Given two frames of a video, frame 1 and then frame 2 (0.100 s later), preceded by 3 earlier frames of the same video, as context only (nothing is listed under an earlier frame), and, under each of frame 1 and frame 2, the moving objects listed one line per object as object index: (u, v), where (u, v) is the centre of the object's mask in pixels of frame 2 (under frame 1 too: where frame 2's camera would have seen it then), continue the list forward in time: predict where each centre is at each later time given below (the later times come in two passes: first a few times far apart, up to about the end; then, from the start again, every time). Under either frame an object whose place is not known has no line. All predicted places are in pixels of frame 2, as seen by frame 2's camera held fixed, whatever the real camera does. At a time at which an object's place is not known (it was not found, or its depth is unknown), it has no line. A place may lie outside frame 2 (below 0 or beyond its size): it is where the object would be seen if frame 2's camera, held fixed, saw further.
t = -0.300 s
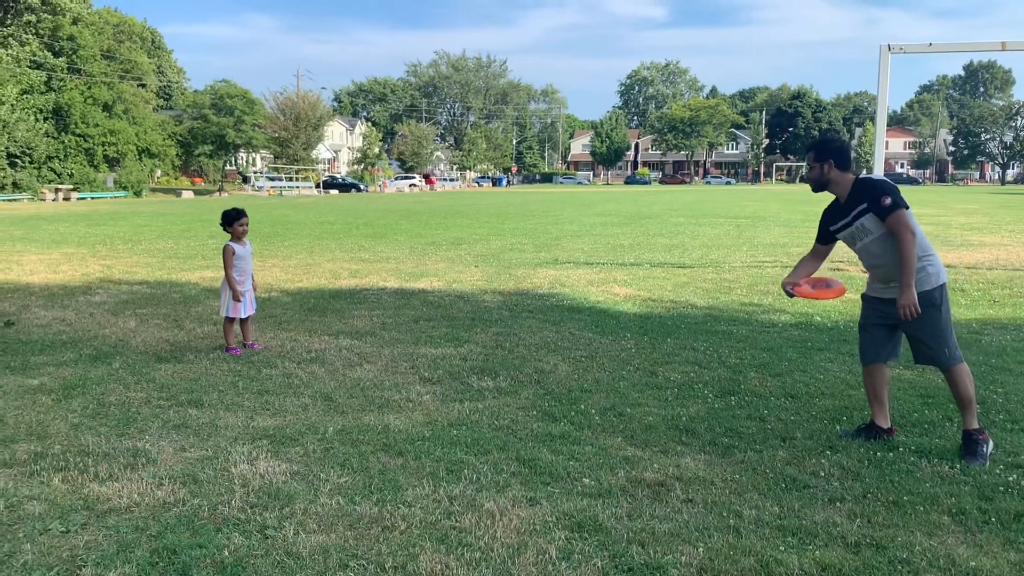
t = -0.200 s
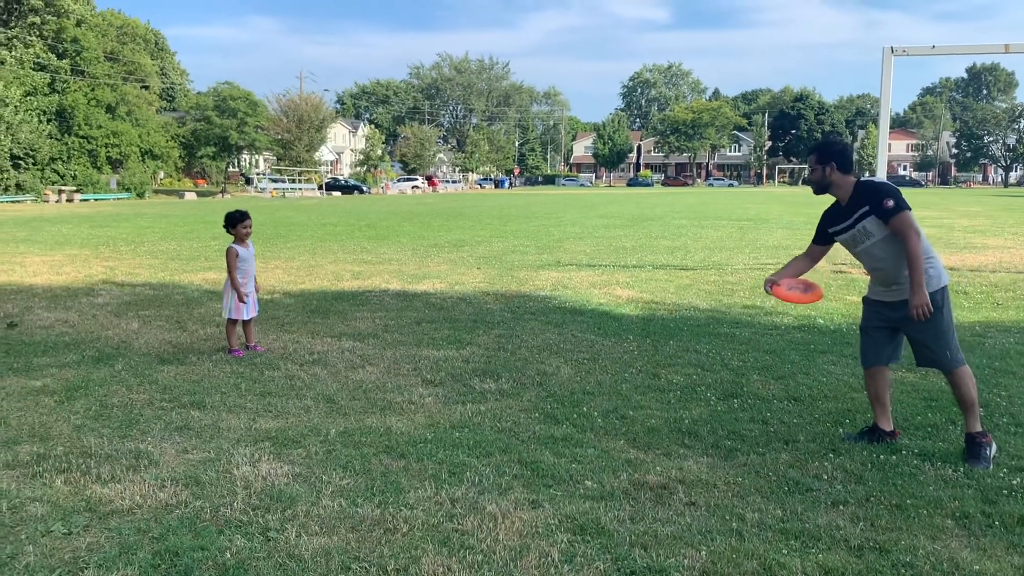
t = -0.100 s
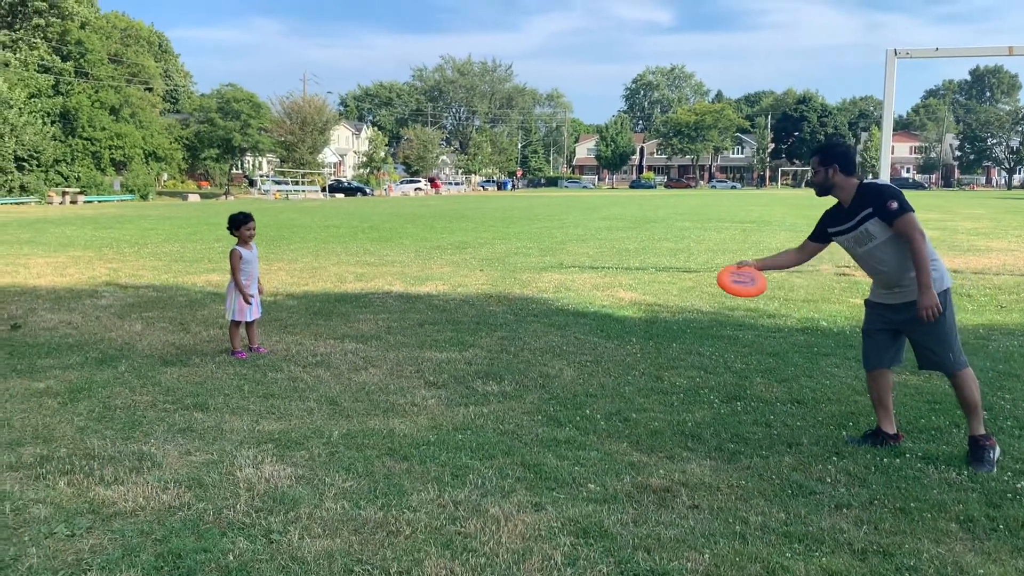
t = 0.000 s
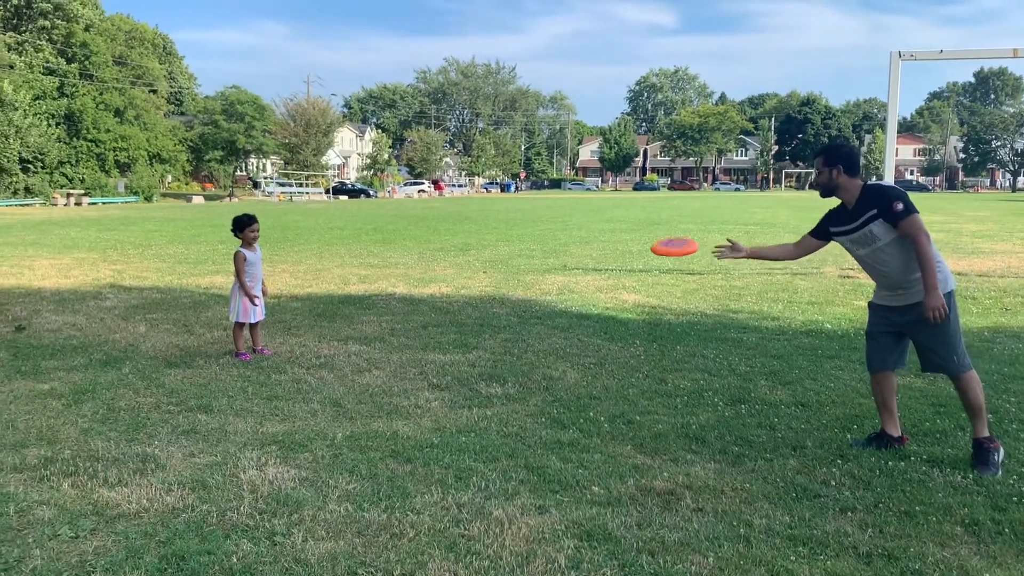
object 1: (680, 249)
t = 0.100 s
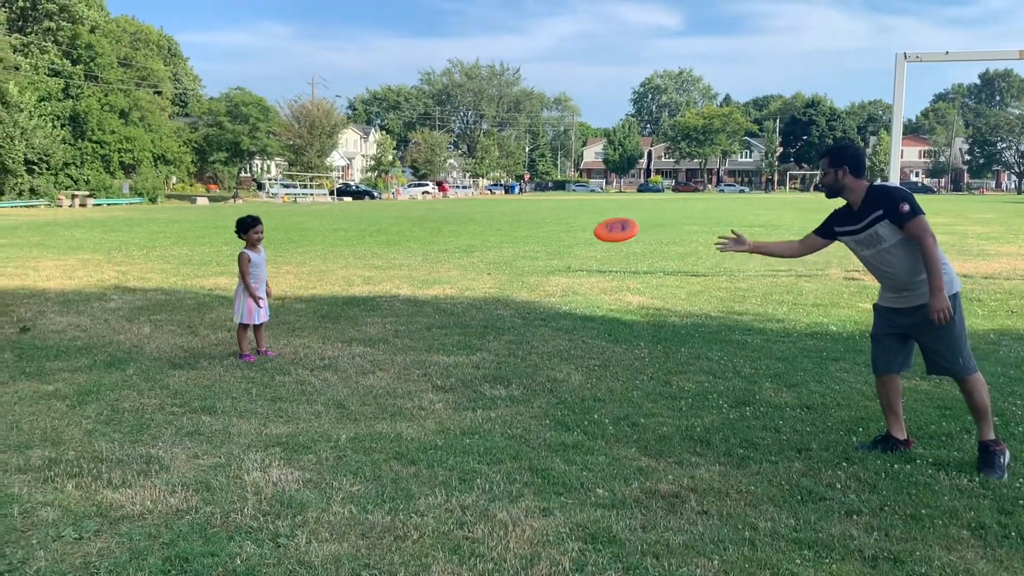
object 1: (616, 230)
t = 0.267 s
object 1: (524, 231)
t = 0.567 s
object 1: (382, 294)
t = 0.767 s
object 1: (293, 360)
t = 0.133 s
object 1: (597, 227)
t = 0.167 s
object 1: (577, 226)
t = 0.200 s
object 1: (559, 227)
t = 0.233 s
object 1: (541, 229)
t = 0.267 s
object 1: (524, 231)
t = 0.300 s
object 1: (507, 236)
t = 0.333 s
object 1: (490, 240)
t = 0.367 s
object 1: (474, 246)
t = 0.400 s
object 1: (458, 253)
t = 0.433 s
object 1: (442, 260)
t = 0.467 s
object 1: (427, 267)
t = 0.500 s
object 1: (411, 275)
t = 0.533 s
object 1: (397, 284)
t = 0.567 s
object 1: (382, 294)
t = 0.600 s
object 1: (367, 304)
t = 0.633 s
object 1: (352, 314)
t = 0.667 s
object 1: (337, 325)
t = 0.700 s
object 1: (323, 337)
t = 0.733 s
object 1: (307, 349)
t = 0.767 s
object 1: (293, 360)
